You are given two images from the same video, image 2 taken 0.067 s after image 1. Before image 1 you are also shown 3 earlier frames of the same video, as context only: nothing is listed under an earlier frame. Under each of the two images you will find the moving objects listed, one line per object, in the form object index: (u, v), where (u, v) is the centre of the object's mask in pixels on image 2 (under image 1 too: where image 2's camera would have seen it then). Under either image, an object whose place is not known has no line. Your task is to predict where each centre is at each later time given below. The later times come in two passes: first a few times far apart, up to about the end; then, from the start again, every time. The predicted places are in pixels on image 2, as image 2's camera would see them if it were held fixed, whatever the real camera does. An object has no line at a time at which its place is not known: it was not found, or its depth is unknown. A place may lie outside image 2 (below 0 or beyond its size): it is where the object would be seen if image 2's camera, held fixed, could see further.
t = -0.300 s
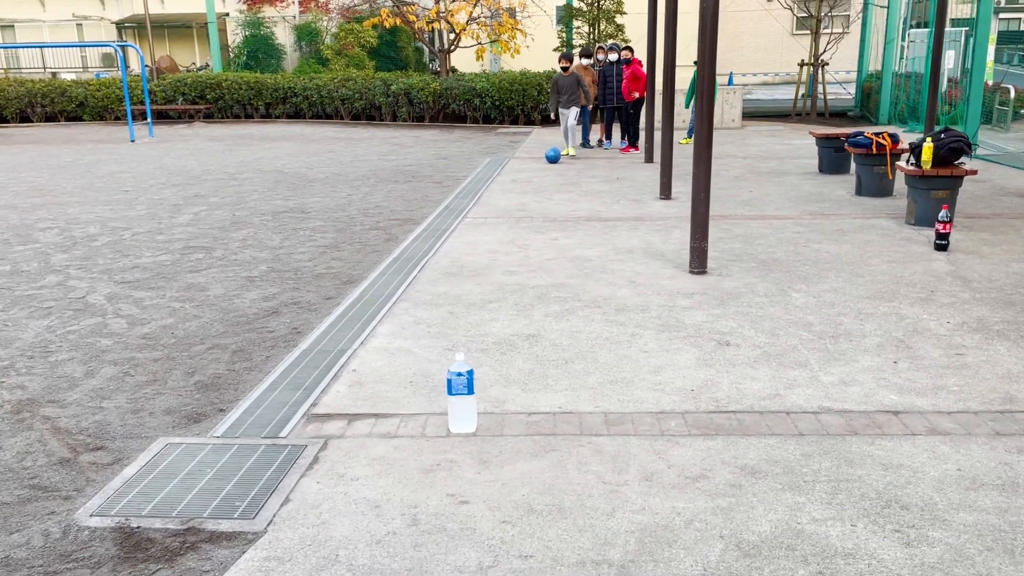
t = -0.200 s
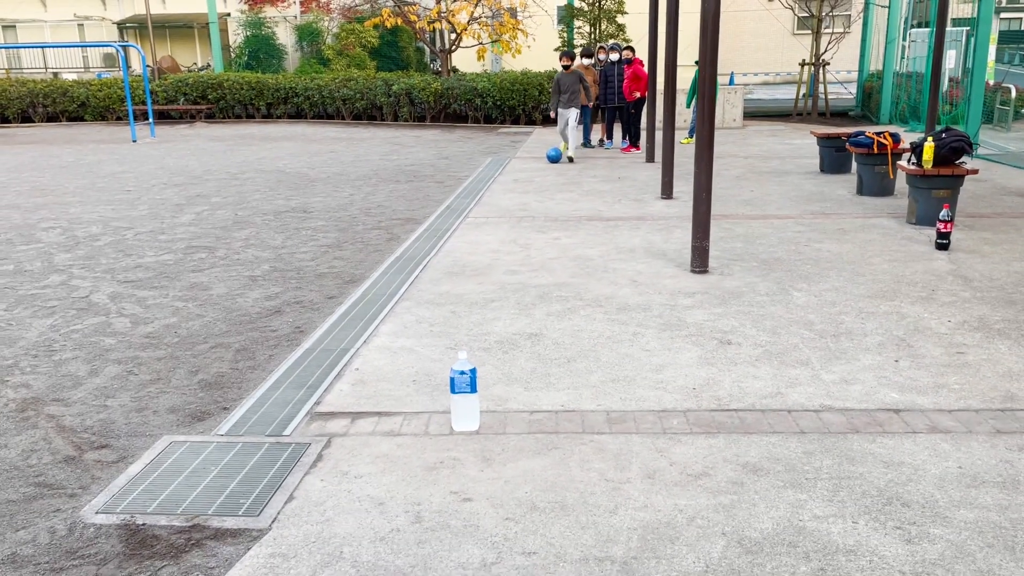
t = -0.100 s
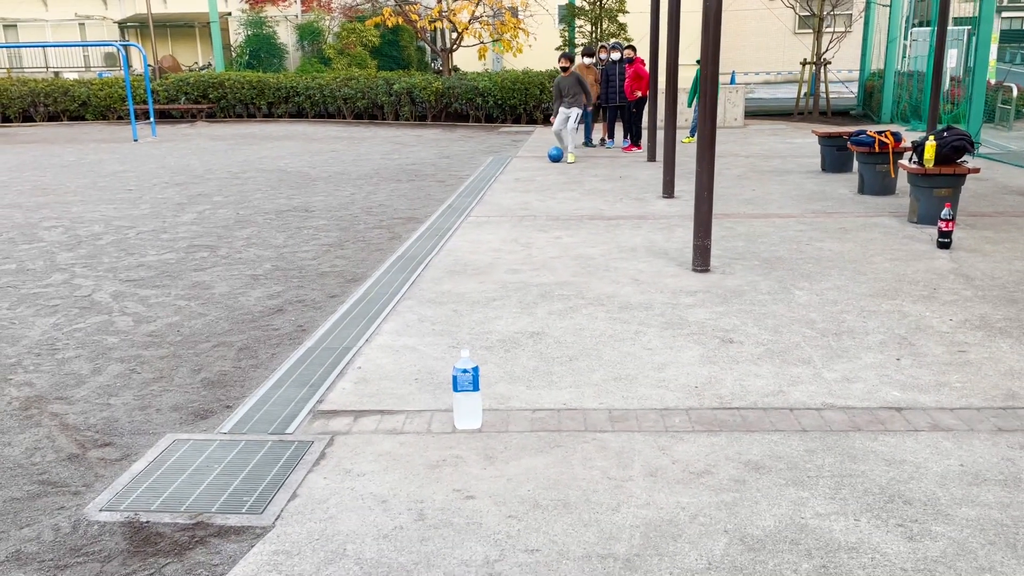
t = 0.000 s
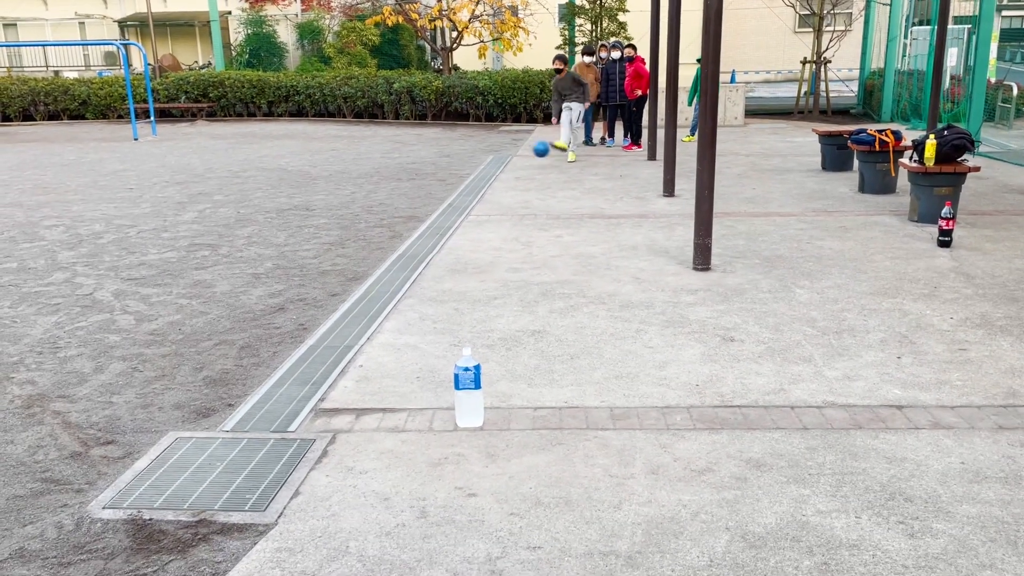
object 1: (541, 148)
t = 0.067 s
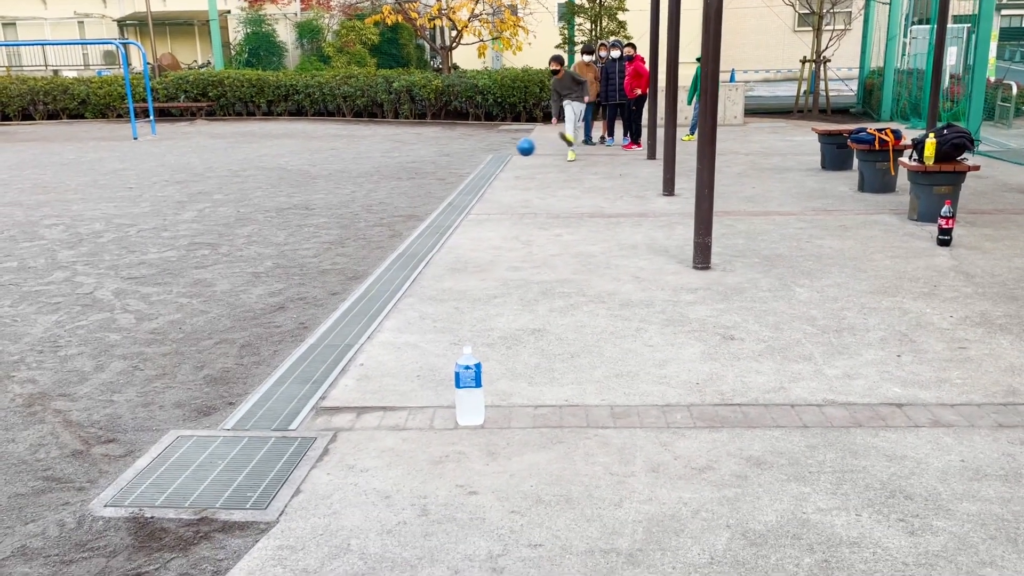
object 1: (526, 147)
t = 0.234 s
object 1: (479, 165)
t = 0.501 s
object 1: (364, 255)
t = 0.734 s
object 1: (199, 351)
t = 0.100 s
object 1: (518, 148)
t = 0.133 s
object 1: (509, 150)
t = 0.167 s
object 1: (499, 154)
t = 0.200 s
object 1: (490, 158)
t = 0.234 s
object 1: (479, 165)
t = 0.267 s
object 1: (467, 174)
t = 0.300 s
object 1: (455, 184)
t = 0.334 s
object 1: (442, 197)
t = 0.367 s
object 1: (427, 213)
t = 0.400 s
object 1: (411, 232)
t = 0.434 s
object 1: (394, 253)
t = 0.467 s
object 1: (379, 253)
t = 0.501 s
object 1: (364, 255)
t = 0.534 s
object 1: (347, 259)
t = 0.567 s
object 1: (328, 266)
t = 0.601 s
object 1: (307, 274)
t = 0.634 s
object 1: (284, 287)
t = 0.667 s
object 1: (259, 303)
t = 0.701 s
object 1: (231, 324)
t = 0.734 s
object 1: (199, 351)
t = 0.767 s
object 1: (163, 385)
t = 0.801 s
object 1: (122, 425)
